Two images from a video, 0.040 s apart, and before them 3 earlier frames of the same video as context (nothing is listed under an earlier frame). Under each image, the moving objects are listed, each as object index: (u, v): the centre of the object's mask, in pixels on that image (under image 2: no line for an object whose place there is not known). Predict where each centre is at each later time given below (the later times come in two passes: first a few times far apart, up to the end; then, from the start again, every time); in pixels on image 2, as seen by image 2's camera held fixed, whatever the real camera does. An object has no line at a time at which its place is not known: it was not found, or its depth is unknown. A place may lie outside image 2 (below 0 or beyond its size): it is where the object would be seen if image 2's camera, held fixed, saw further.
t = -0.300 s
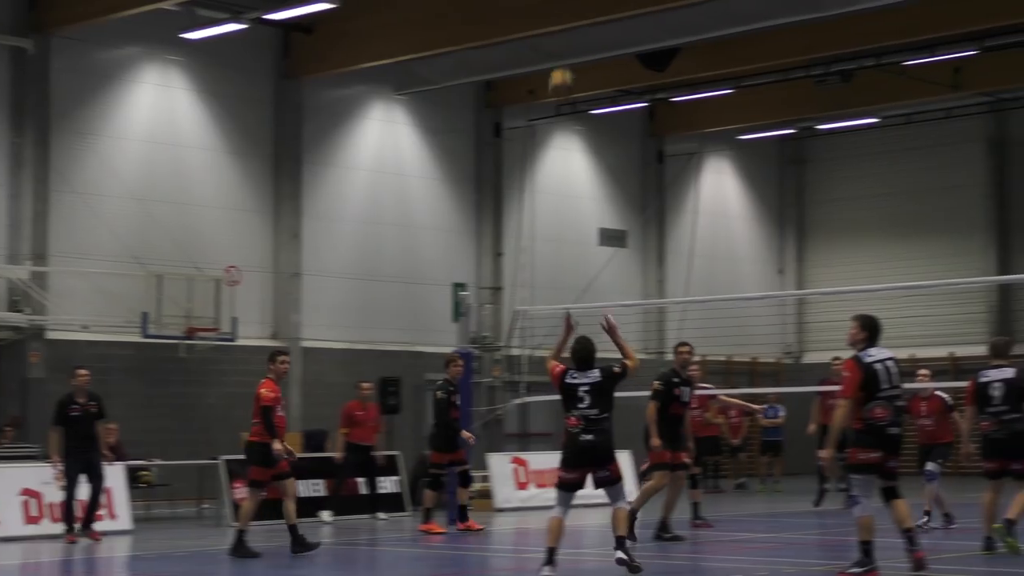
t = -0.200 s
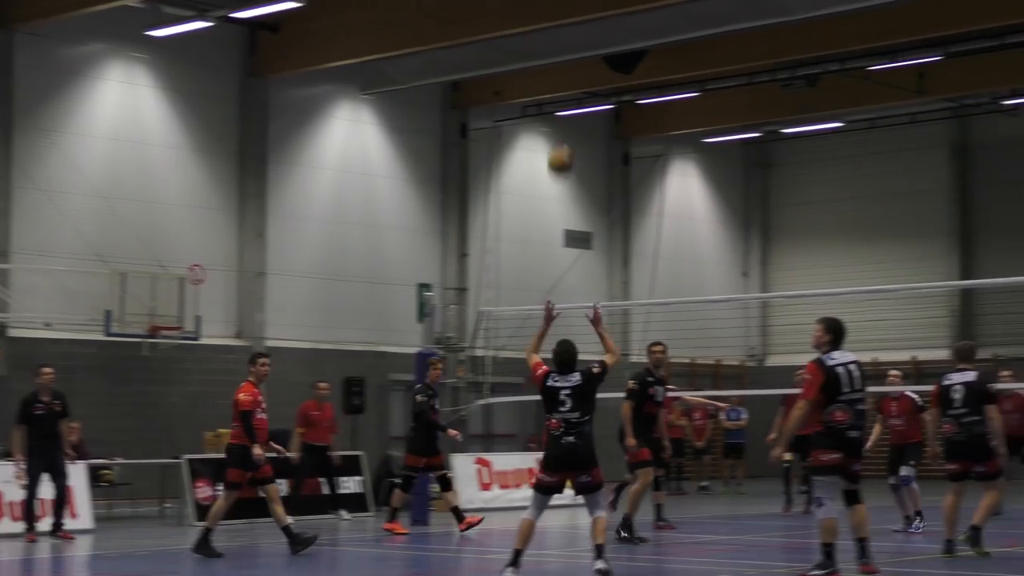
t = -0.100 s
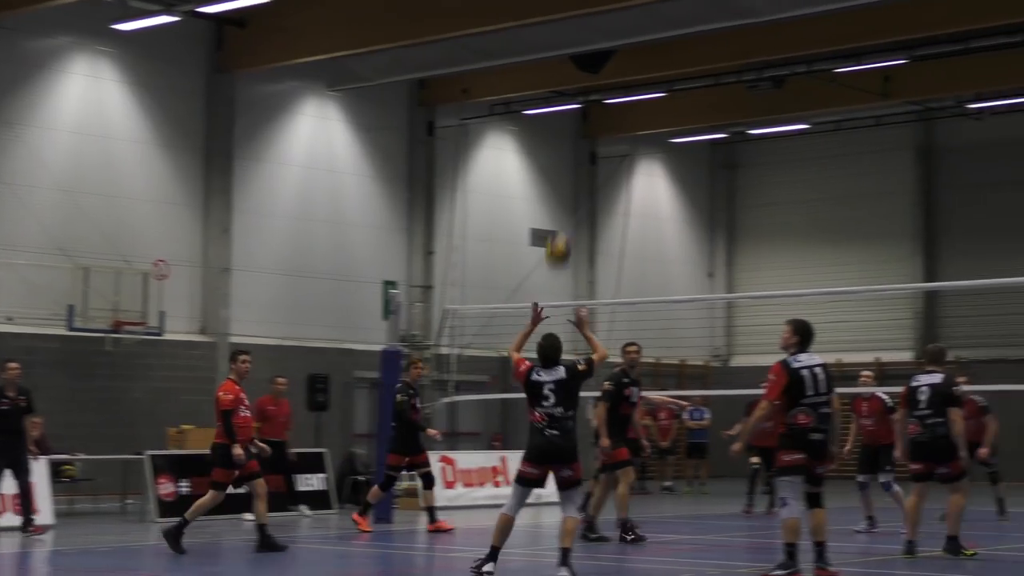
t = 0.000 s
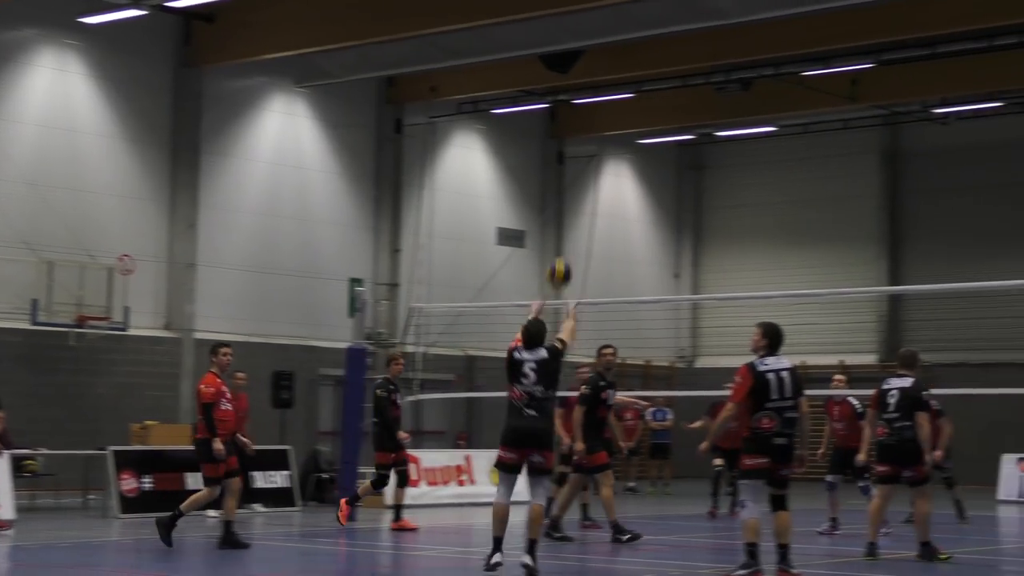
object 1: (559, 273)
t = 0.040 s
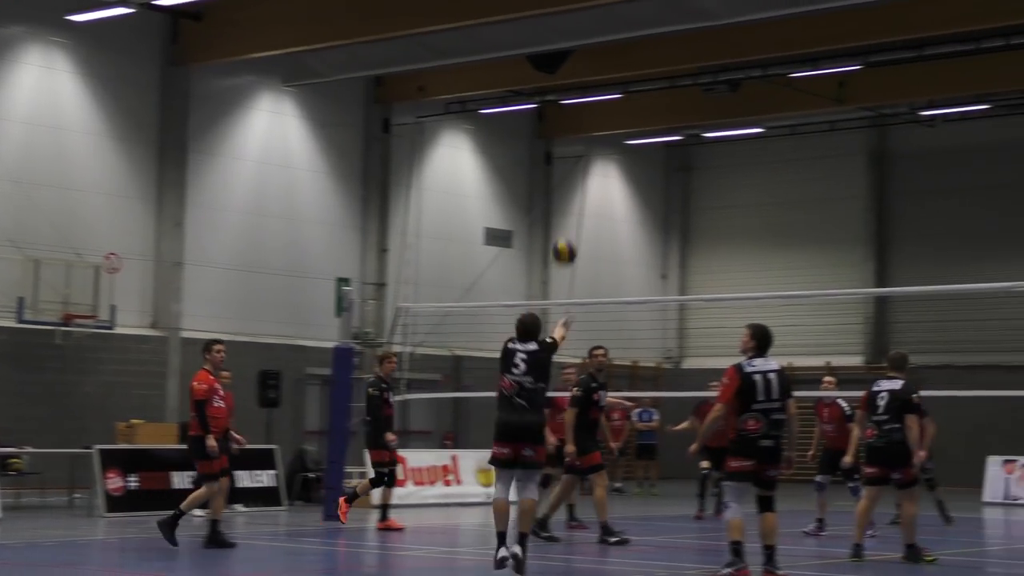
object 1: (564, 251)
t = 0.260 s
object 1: (642, 182)
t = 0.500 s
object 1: (703, 175)
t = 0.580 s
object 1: (721, 182)
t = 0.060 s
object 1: (572, 242)
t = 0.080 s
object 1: (580, 234)
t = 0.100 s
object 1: (588, 226)
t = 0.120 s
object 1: (595, 219)
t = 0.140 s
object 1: (603, 211)
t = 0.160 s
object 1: (610, 206)
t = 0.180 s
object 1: (617, 200)
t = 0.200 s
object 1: (624, 195)
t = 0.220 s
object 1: (631, 191)
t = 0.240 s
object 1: (636, 186)
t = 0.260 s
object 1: (642, 182)
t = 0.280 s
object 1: (648, 180)
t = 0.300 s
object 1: (654, 178)
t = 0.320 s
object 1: (659, 175)
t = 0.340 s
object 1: (664, 174)
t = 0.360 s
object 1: (670, 173)
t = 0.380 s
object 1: (675, 172)
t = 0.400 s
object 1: (679, 172)
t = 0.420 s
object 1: (684, 172)
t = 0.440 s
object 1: (689, 172)
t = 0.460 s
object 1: (694, 173)
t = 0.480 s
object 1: (699, 174)
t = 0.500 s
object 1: (703, 175)
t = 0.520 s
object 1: (708, 175)
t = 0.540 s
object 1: (712, 177)
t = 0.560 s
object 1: (717, 179)
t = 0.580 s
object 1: (721, 182)
